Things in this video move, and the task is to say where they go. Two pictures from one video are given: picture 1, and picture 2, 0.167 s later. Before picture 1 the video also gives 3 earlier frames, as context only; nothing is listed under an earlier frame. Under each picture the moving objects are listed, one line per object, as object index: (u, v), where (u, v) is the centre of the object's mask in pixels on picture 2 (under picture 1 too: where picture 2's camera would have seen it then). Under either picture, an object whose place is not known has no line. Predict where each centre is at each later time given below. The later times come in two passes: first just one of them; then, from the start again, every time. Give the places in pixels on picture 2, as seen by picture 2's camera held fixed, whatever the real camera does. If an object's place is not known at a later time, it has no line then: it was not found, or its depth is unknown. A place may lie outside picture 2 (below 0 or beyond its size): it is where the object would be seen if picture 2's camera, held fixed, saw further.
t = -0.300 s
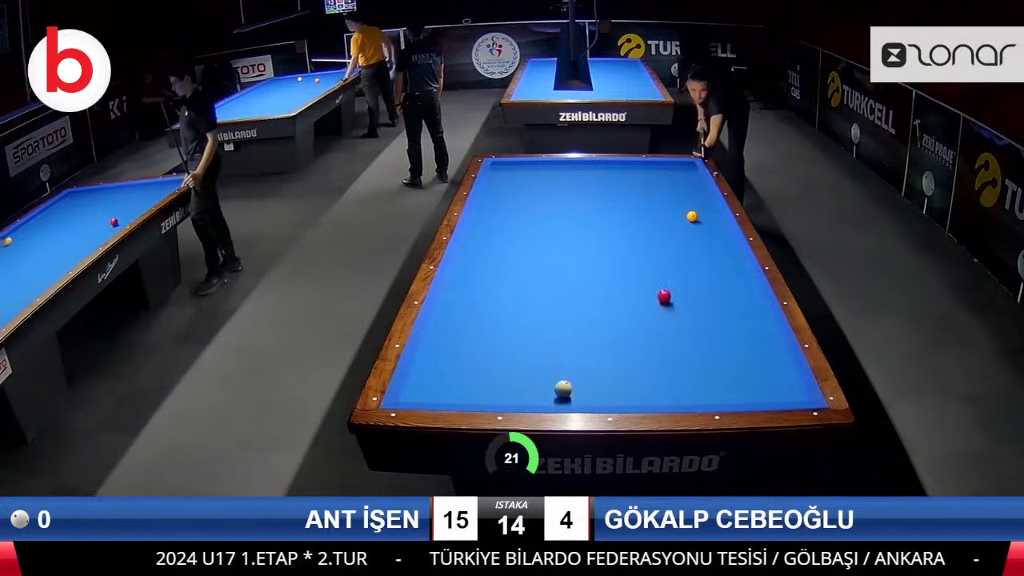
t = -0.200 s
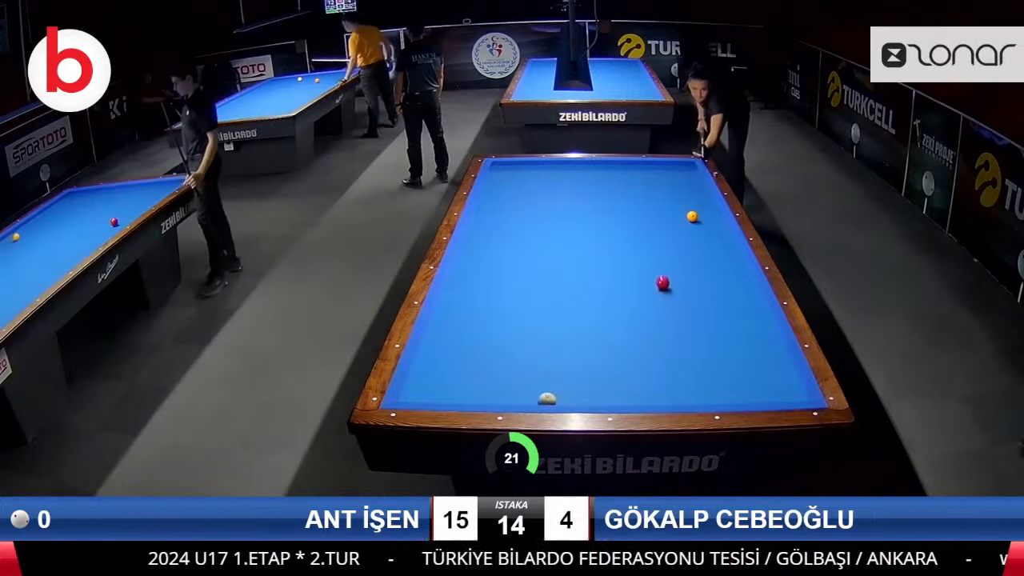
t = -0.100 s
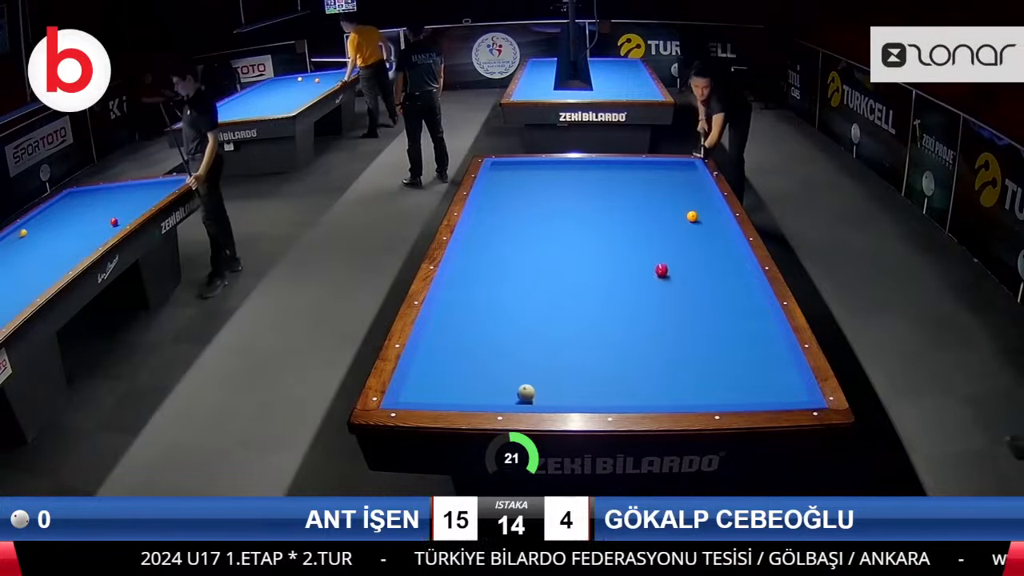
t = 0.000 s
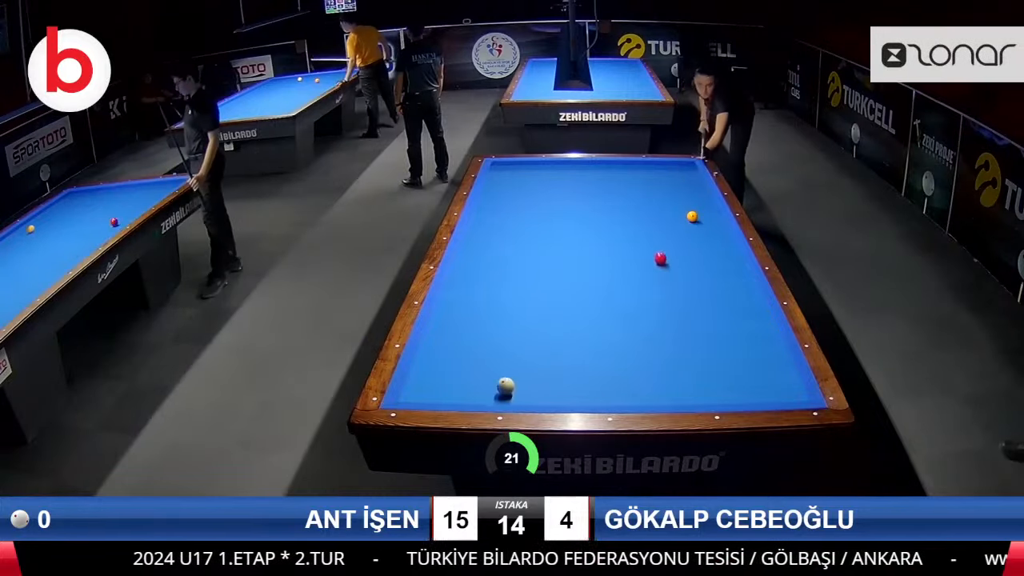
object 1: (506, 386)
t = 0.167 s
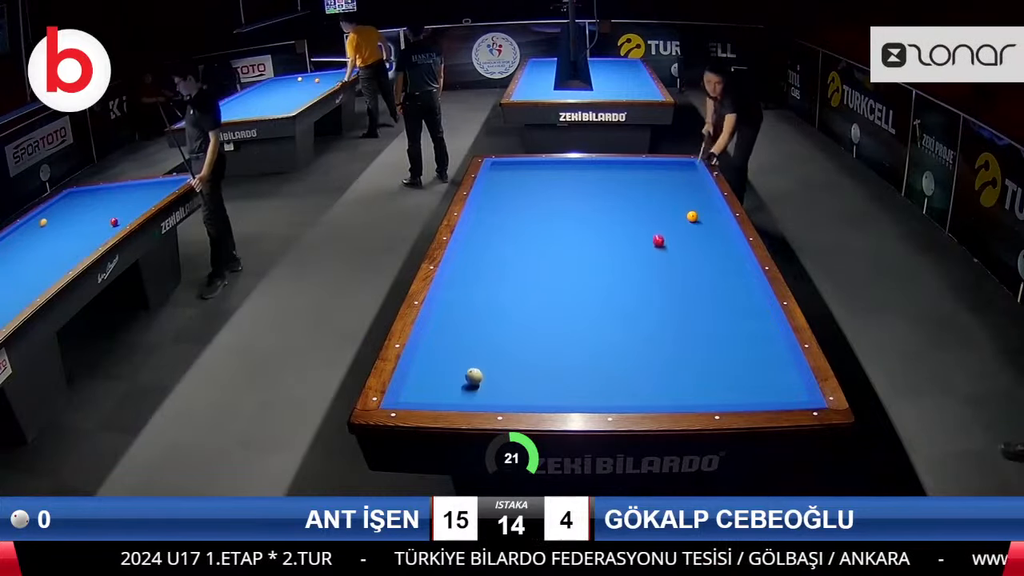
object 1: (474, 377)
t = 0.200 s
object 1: (468, 375)
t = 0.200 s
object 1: (468, 375)
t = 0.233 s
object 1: (461, 373)
